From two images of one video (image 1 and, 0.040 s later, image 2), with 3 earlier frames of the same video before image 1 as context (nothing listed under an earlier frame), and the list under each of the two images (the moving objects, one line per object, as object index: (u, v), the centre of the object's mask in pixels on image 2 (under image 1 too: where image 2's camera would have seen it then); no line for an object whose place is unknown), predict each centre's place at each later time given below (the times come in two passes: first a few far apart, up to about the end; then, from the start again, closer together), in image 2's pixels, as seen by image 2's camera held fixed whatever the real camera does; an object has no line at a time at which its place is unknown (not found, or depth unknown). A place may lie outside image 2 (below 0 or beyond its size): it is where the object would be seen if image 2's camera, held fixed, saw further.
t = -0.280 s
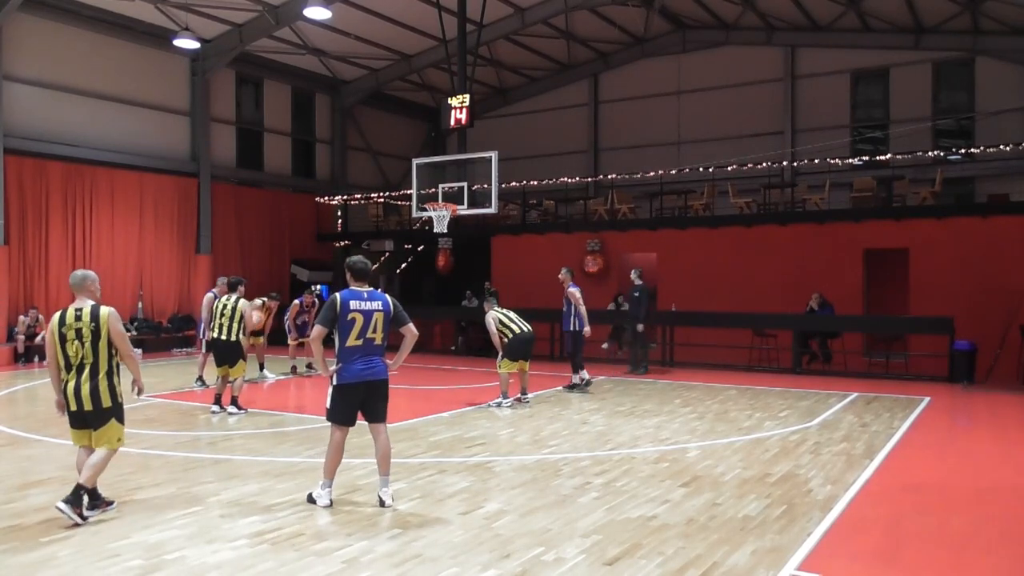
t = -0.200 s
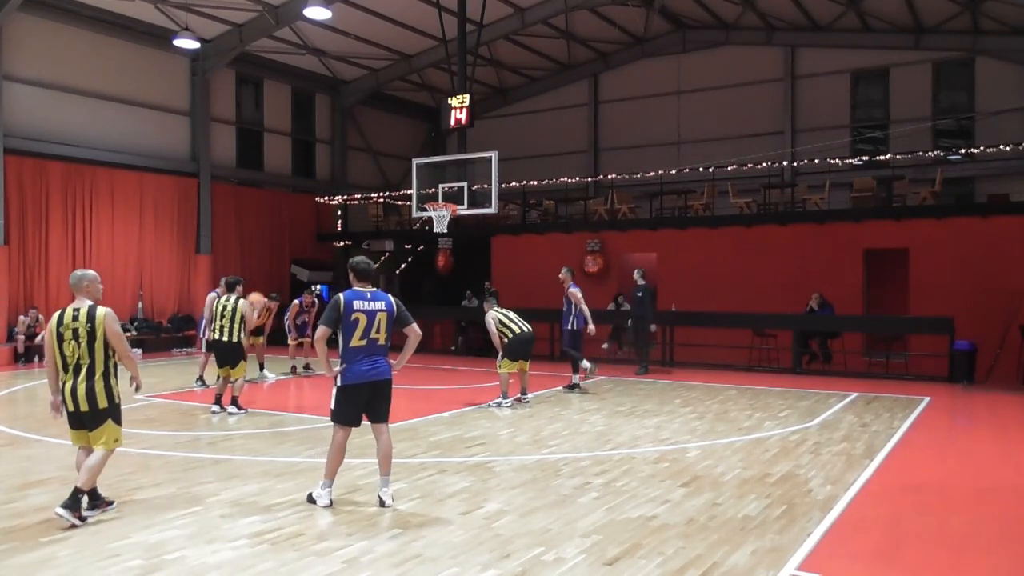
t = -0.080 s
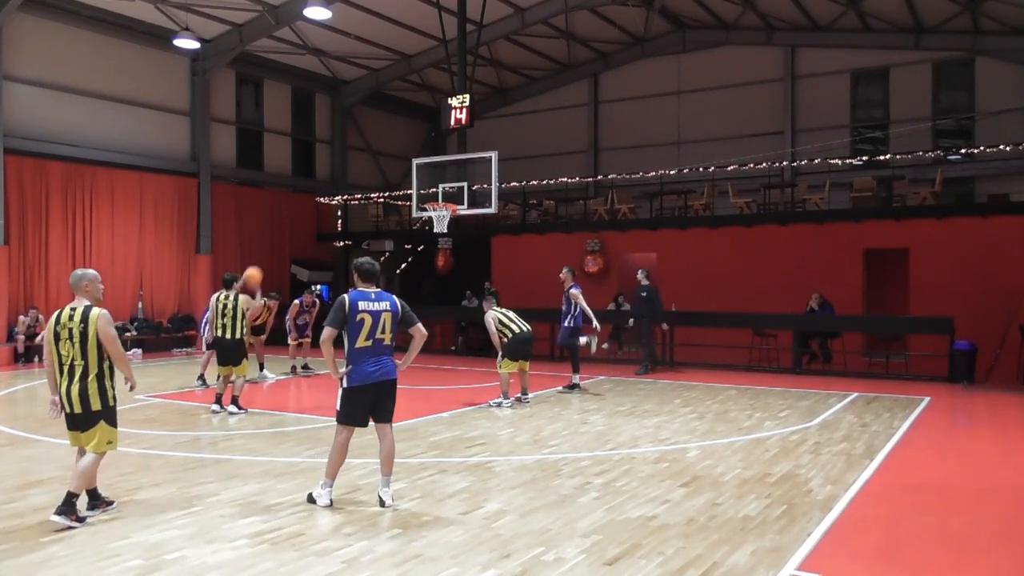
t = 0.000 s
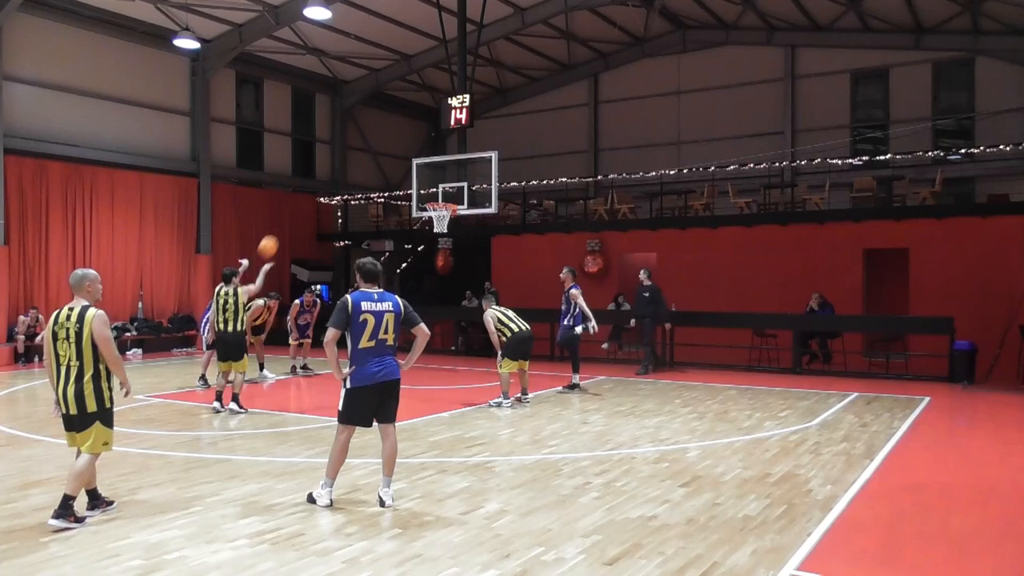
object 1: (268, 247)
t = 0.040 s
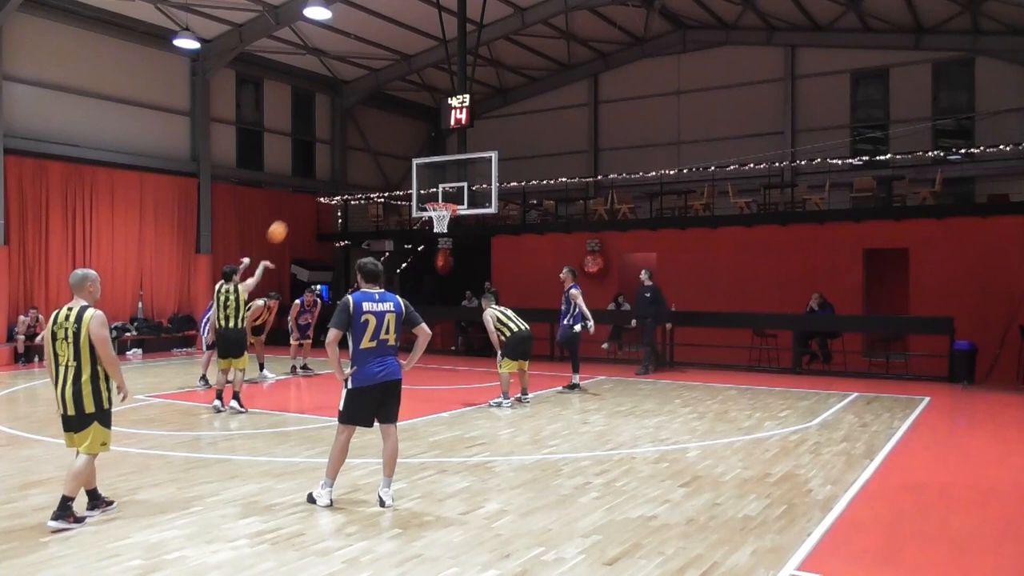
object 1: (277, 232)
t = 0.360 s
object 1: (344, 161)
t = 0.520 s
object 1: (373, 154)
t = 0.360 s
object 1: (344, 161)
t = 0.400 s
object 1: (351, 158)
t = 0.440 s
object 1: (359, 156)
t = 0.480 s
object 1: (366, 154)
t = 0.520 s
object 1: (373, 154)
